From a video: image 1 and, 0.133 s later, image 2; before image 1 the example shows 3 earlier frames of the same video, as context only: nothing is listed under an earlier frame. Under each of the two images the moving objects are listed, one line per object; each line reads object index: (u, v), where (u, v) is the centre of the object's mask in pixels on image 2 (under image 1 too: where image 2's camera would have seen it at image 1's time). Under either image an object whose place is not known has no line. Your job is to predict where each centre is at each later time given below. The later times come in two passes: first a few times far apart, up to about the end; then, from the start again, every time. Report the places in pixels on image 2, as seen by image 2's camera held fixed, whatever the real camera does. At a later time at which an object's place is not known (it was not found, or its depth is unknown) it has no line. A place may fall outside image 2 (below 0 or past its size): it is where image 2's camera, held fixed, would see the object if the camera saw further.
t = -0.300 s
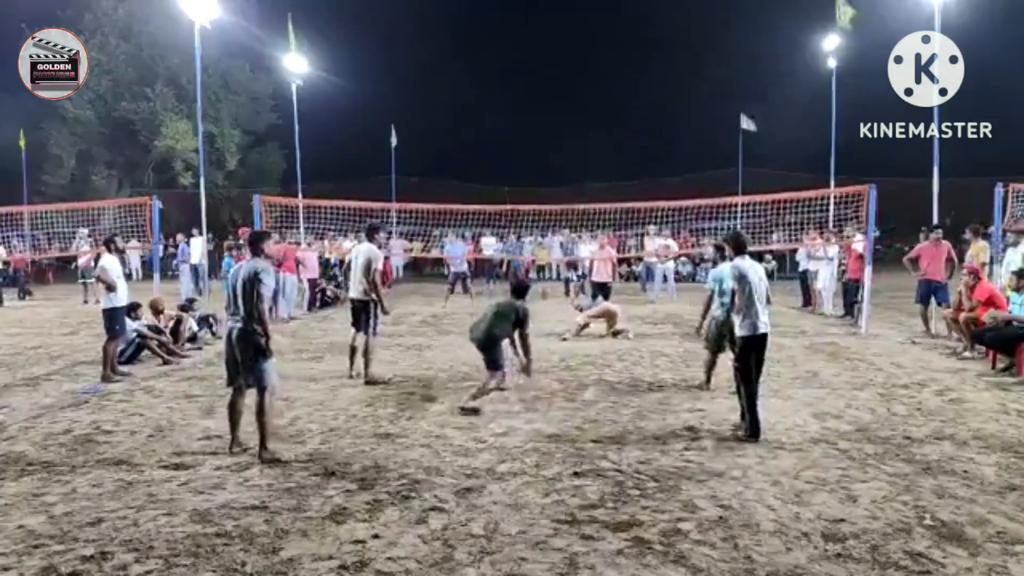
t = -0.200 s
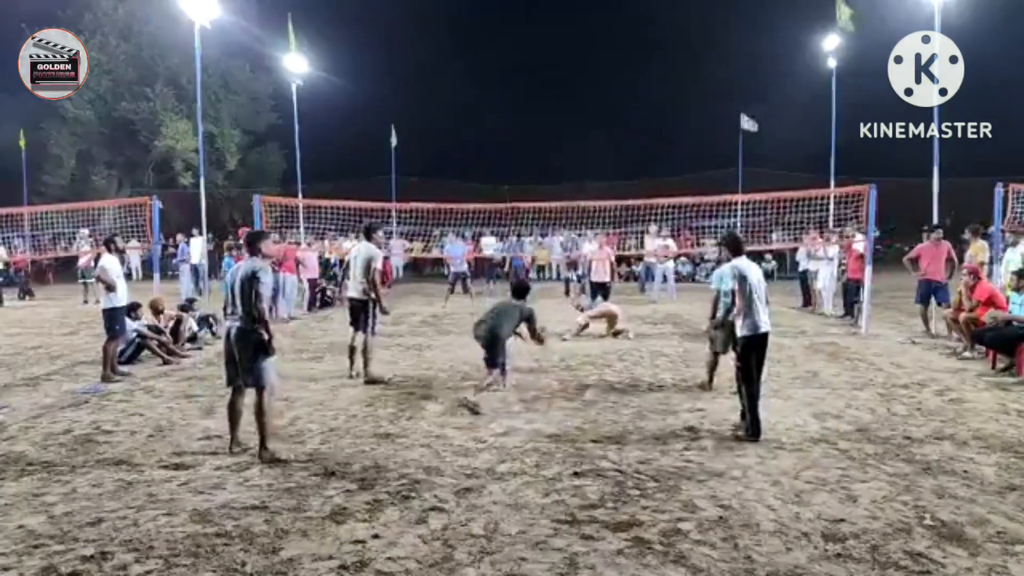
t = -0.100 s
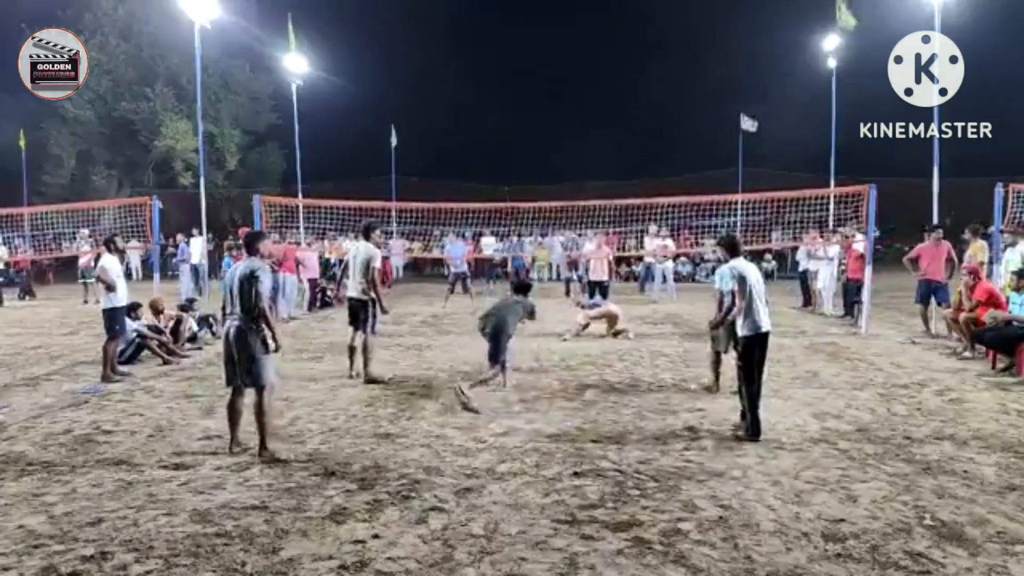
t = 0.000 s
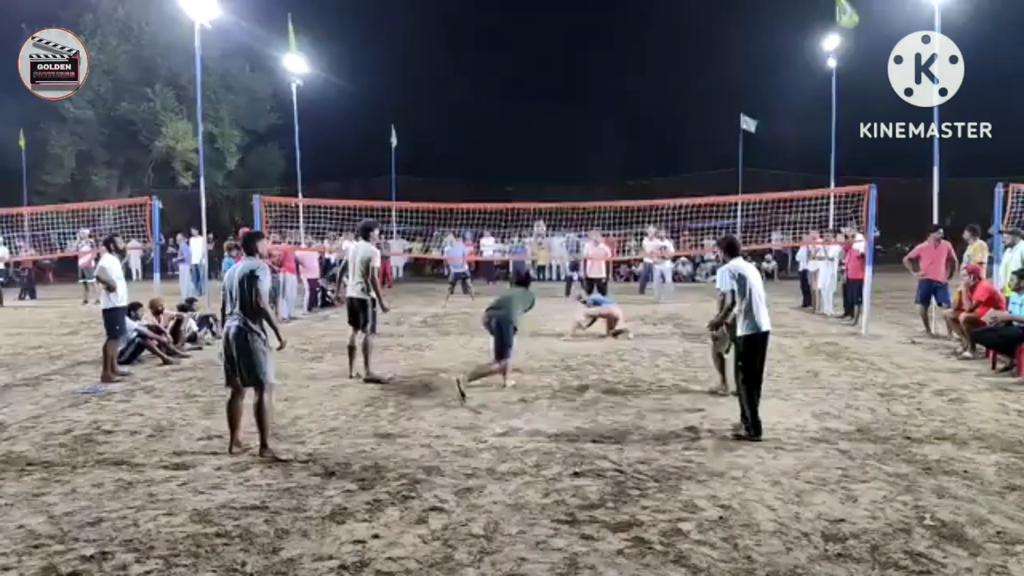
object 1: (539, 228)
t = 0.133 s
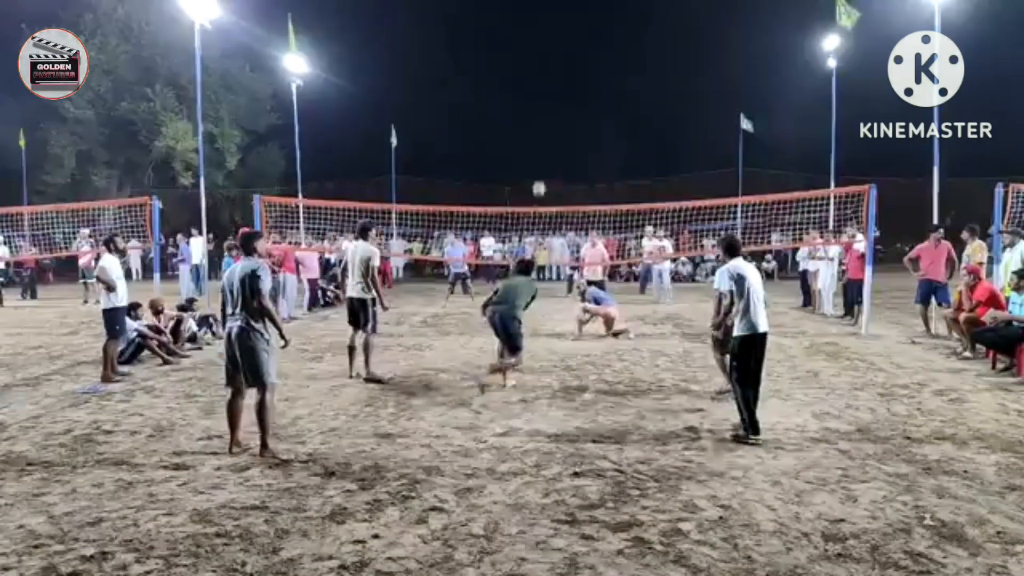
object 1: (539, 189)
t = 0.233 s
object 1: (538, 169)
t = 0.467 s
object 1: (537, 154)
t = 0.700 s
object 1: (537, 166)
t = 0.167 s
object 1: (538, 182)
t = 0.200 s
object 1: (538, 175)
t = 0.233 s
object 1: (538, 169)
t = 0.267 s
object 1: (538, 165)
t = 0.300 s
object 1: (538, 161)
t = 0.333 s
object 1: (538, 158)
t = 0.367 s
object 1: (538, 156)
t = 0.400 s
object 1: (538, 155)
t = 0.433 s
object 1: (537, 154)
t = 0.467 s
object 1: (537, 154)
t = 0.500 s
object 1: (537, 154)
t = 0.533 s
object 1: (537, 155)
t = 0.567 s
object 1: (537, 156)
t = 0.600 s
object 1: (537, 158)
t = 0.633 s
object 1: (537, 160)
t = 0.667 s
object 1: (537, 163)
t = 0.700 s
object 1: (537, 166)
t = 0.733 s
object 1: (536, 170)
